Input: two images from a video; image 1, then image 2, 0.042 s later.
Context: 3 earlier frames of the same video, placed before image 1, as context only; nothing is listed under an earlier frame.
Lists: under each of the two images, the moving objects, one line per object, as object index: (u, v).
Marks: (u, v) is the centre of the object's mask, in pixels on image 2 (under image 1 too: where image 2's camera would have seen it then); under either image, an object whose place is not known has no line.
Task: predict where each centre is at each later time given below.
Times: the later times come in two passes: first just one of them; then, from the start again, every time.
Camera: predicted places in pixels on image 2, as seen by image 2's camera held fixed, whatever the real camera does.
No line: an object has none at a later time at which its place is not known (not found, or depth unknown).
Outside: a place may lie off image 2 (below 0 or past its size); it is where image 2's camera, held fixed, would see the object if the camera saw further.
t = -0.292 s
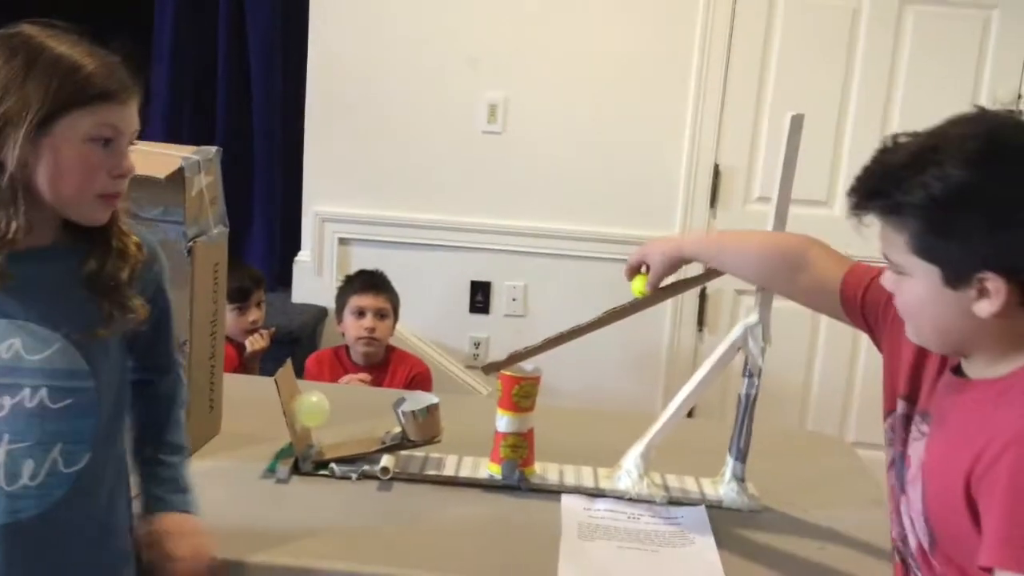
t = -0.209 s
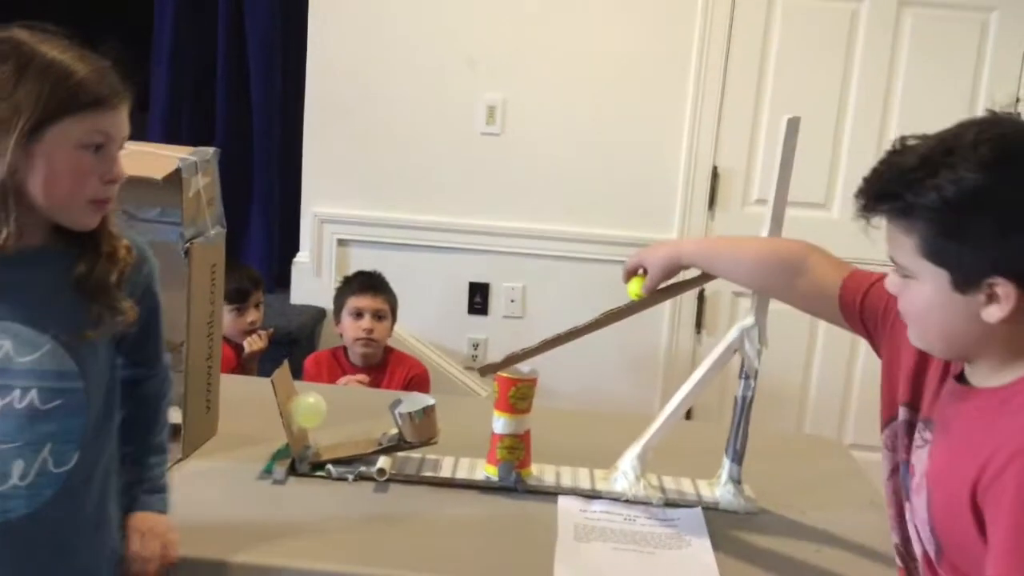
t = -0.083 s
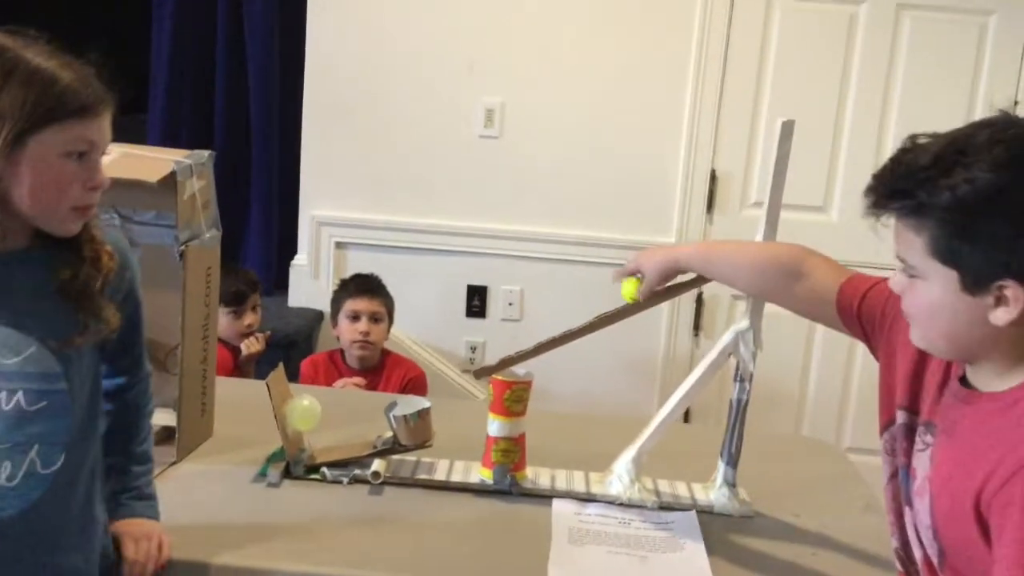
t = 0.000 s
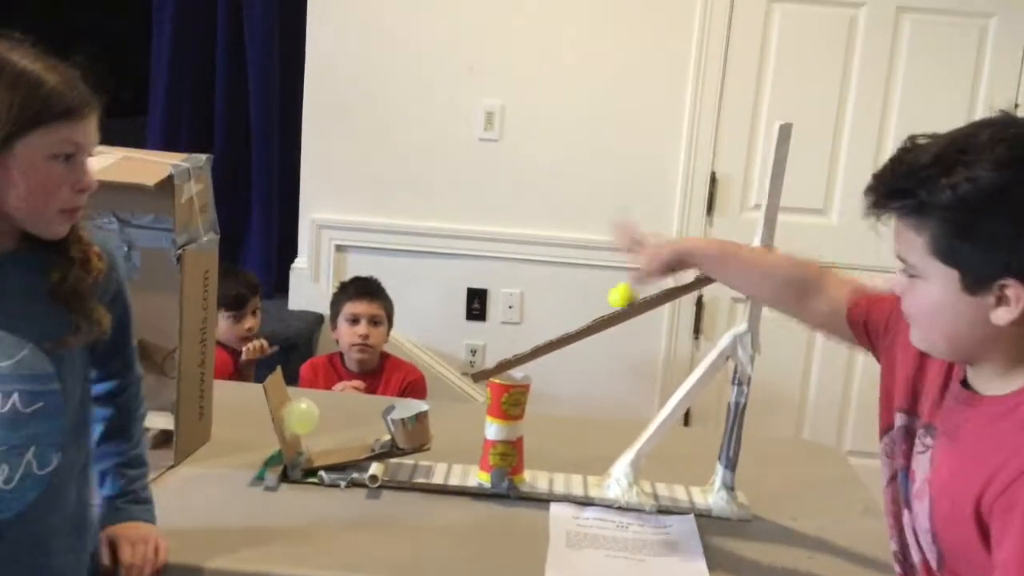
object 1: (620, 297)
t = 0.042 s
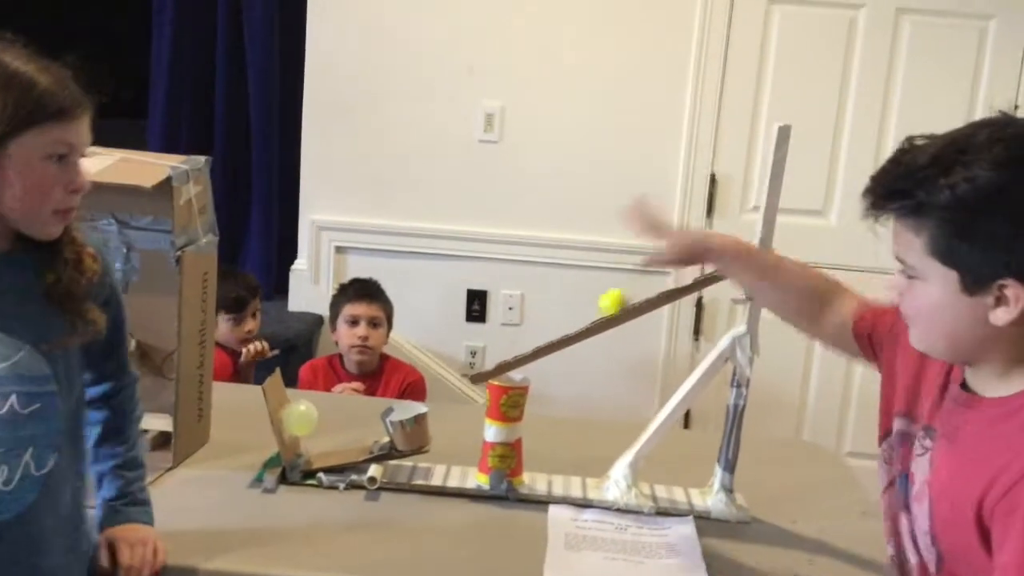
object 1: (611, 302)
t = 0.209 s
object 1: (555, 327)
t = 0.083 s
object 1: (601, 306)
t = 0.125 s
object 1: (589, 311)
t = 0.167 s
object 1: (572, 319)
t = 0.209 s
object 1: (555, 327)
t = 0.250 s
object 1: (533, 337)
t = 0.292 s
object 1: (511, 346)
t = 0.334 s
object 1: (483, 357)
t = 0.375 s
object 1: (454, 366)
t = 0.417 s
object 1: (427, 385)
